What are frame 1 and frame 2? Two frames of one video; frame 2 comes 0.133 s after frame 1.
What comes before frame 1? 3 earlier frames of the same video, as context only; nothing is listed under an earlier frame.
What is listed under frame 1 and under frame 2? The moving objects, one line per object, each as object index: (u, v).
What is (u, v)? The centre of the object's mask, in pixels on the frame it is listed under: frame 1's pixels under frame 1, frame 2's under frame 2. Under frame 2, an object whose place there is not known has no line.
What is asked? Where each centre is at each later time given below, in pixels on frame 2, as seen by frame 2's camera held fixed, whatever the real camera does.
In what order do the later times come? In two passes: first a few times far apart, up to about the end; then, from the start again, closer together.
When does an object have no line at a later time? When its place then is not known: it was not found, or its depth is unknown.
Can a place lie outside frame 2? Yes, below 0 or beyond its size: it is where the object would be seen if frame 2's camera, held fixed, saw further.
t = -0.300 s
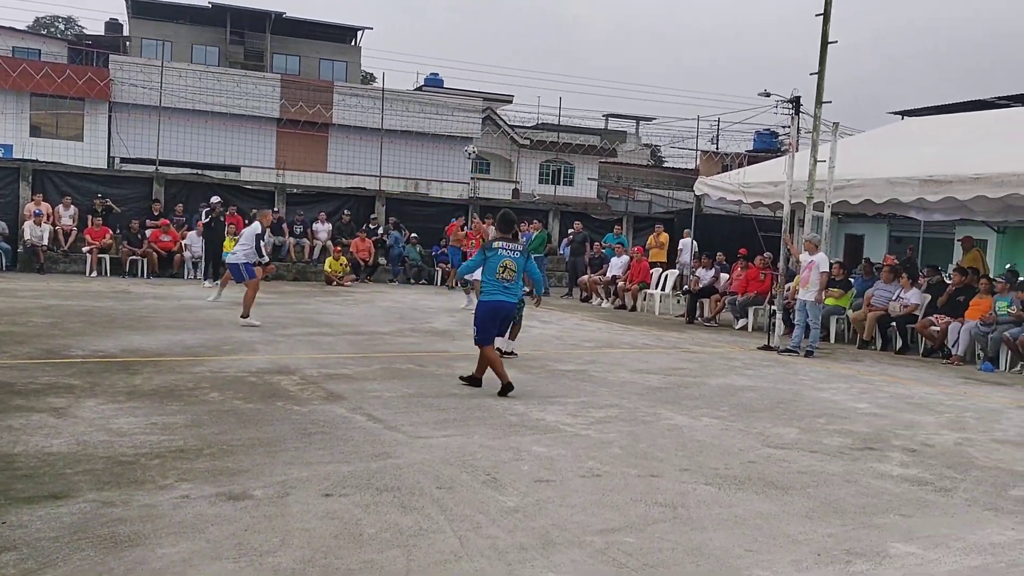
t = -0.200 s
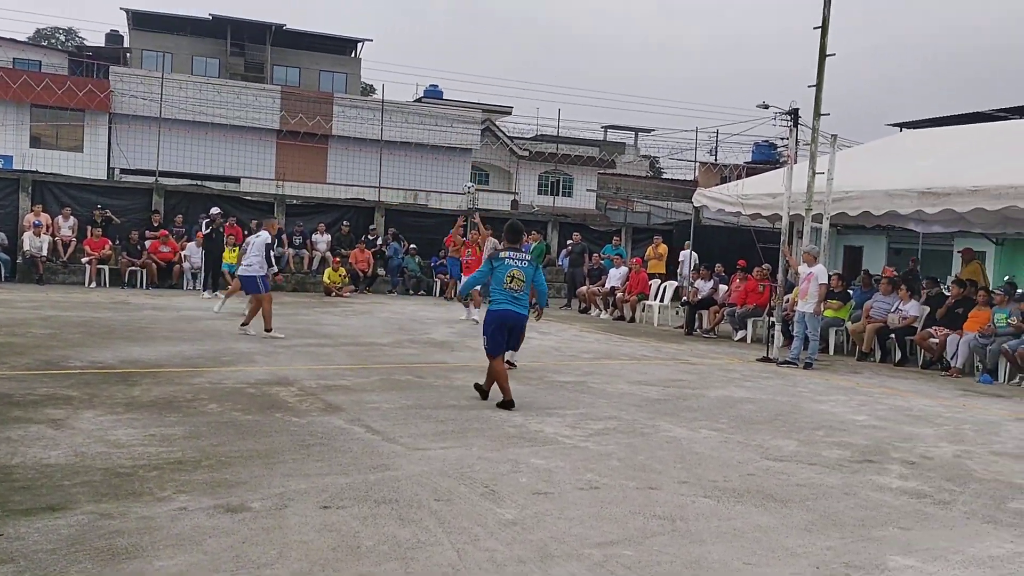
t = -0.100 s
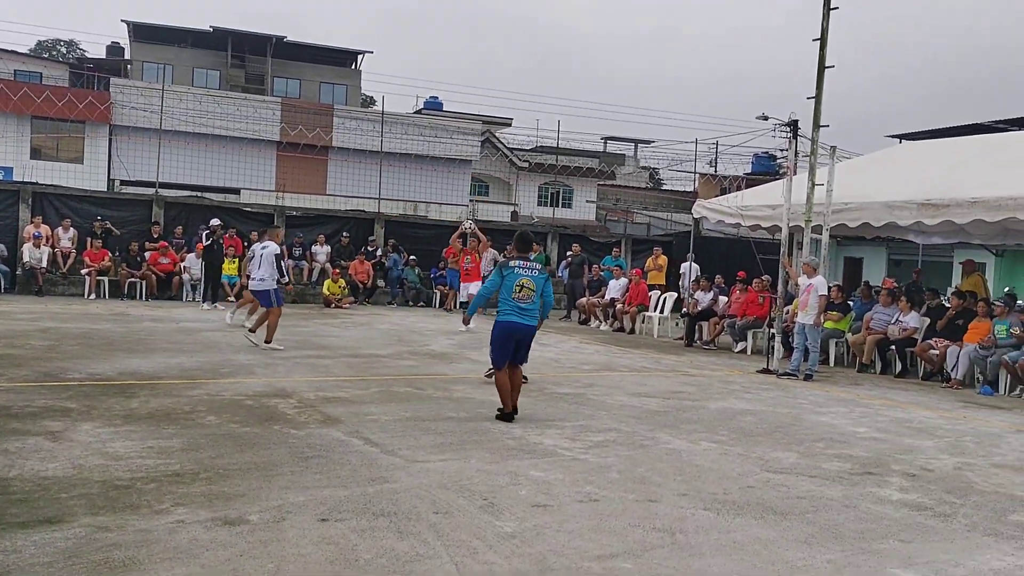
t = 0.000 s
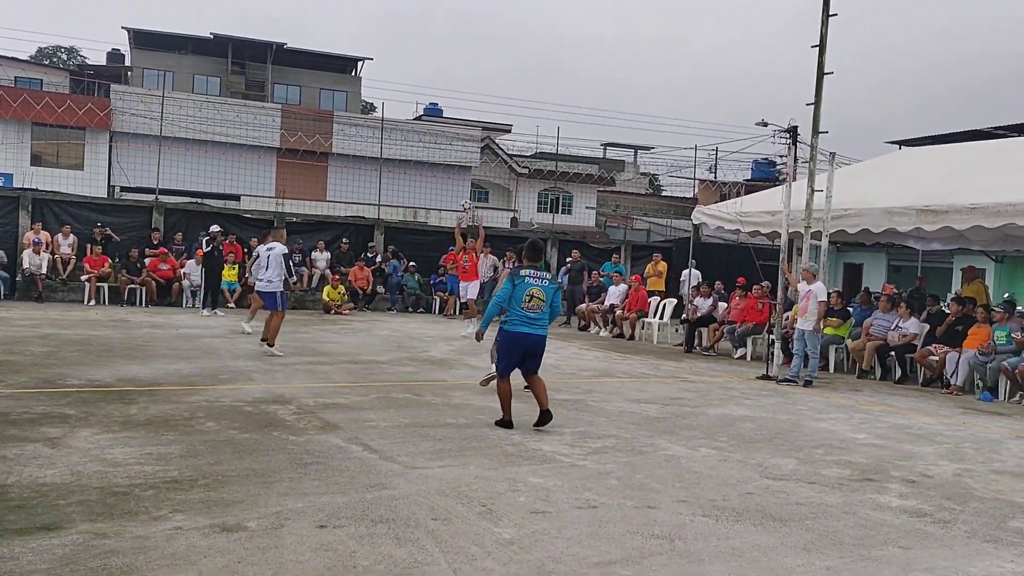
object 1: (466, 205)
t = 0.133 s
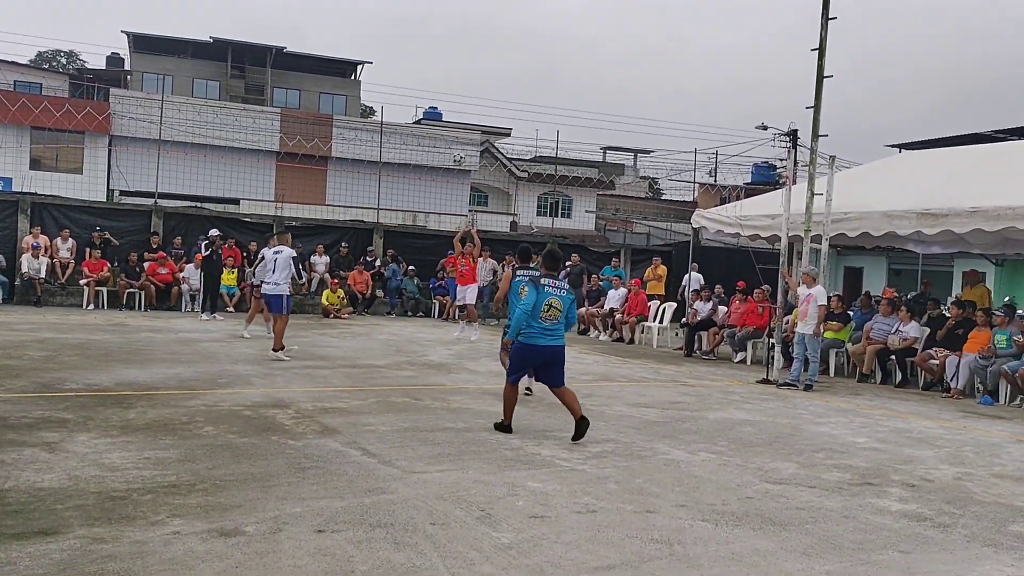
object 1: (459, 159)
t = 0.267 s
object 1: (451, 116)
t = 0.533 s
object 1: (433, 59)
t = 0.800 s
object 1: (412, 42)
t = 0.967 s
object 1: (396, 55)
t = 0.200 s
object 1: (455, 136)
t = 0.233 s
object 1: (453, 127)
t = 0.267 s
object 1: (451, 116)
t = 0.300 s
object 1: (449, 108)
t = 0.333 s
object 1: (447, 99)
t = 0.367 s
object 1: (445, 91)
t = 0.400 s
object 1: (442, 83)
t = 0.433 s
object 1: (440, 76)
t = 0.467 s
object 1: (438, 70)
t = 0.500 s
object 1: (436, 64)
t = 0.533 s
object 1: (433, 59)
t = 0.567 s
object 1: (431, 54)
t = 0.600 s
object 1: (428, 51)
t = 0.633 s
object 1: (425, 47)
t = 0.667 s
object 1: (423, 45)
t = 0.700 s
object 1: (420, 43)
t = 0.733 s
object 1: (417, 42)
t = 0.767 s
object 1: (415, 42)
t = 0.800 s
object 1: (412, 42)
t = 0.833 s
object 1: (409, 43)
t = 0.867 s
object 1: (406, 45)
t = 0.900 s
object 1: (402, 47)
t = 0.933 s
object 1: (399, 51)
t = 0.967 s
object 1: (396, 55)
